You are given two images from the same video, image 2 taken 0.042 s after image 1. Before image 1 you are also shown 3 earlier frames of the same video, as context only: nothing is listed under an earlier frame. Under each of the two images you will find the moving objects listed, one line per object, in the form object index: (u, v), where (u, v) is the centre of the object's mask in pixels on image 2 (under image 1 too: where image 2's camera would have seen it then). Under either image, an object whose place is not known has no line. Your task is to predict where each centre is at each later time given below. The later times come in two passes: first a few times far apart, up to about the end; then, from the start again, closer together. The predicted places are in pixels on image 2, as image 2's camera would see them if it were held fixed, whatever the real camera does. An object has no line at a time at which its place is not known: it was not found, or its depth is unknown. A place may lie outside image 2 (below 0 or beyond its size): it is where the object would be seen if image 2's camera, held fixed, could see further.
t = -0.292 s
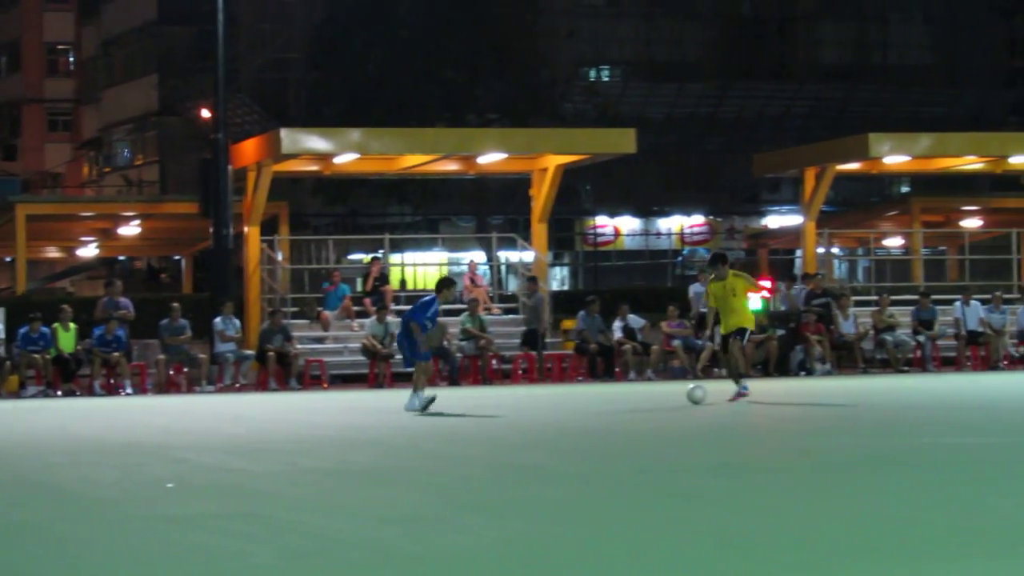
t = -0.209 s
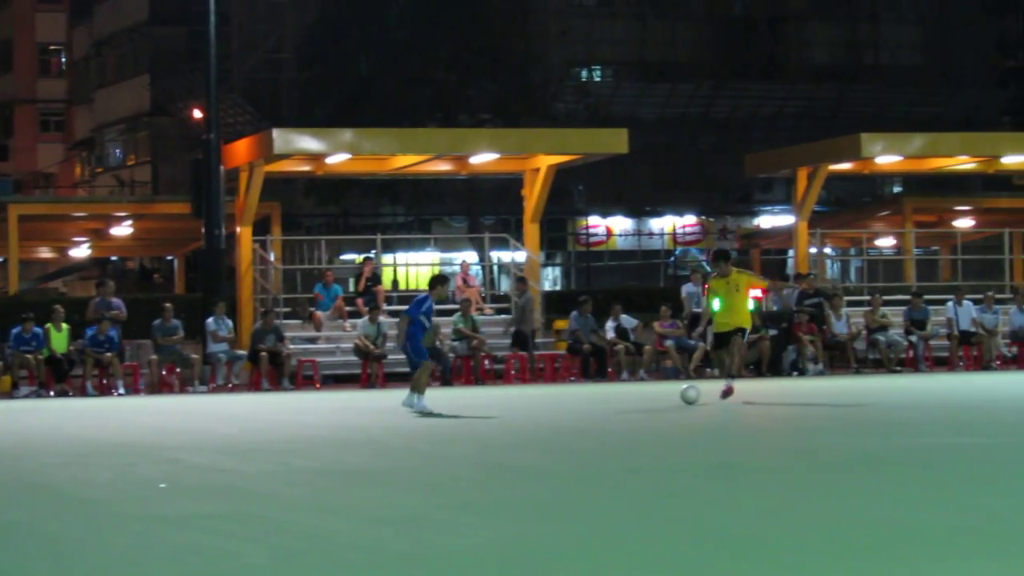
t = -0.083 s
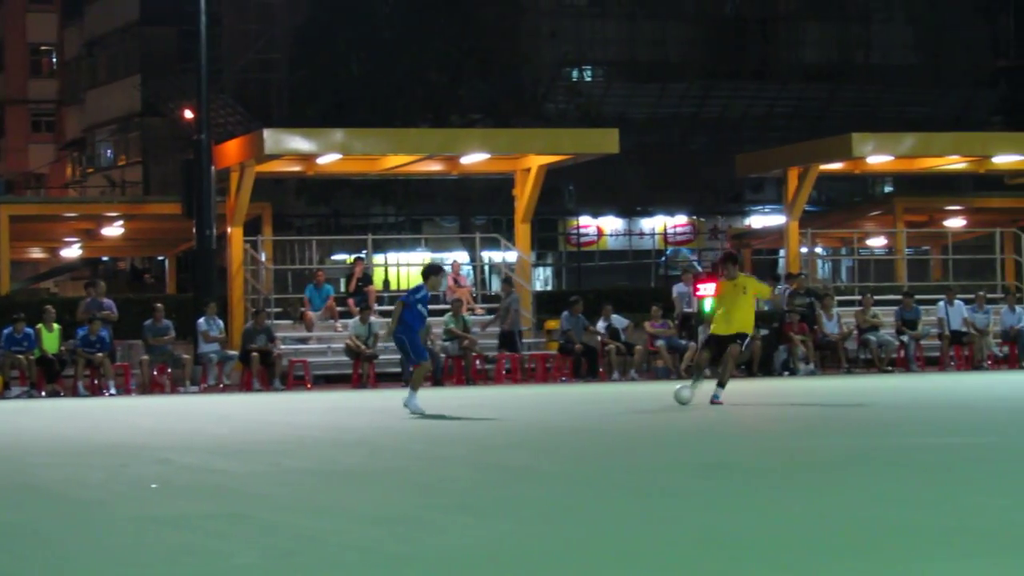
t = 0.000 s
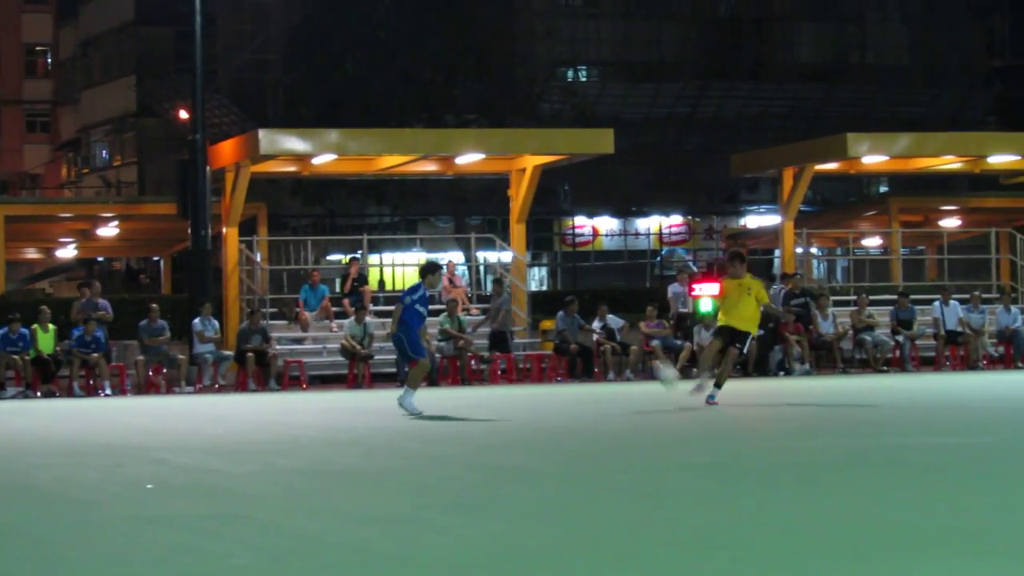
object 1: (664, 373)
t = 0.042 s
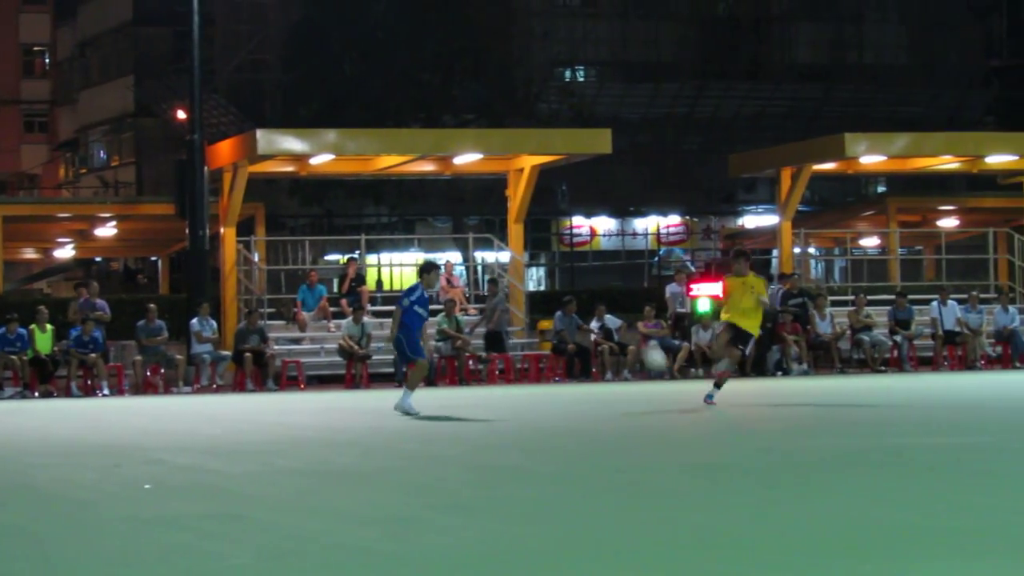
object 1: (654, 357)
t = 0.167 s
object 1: (618, 306)
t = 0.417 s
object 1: (513, 216)
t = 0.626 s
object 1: (385, 164)
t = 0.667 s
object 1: (351, 156)
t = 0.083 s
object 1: (644, 342)
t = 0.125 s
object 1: (630, 323)
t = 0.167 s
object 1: (618, 306)
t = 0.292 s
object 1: (572, 260)
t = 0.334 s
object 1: (553, 245)
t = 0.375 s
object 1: (537, 232)
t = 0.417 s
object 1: (513, 216)
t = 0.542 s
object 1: (444, 184)
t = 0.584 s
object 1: (417, 174)
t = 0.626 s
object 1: (385, 164)
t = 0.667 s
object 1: (351, 156)
